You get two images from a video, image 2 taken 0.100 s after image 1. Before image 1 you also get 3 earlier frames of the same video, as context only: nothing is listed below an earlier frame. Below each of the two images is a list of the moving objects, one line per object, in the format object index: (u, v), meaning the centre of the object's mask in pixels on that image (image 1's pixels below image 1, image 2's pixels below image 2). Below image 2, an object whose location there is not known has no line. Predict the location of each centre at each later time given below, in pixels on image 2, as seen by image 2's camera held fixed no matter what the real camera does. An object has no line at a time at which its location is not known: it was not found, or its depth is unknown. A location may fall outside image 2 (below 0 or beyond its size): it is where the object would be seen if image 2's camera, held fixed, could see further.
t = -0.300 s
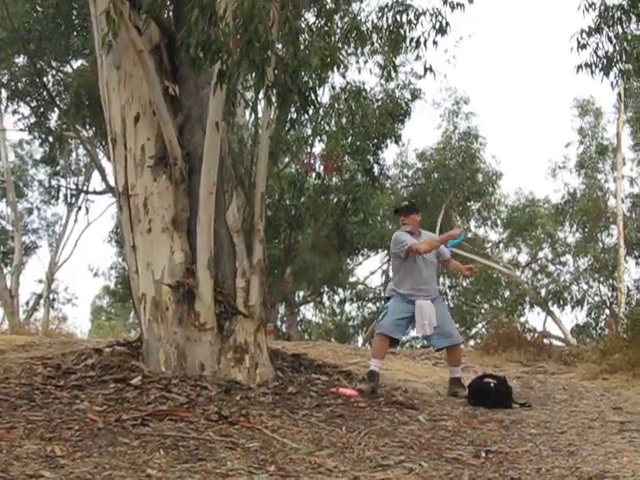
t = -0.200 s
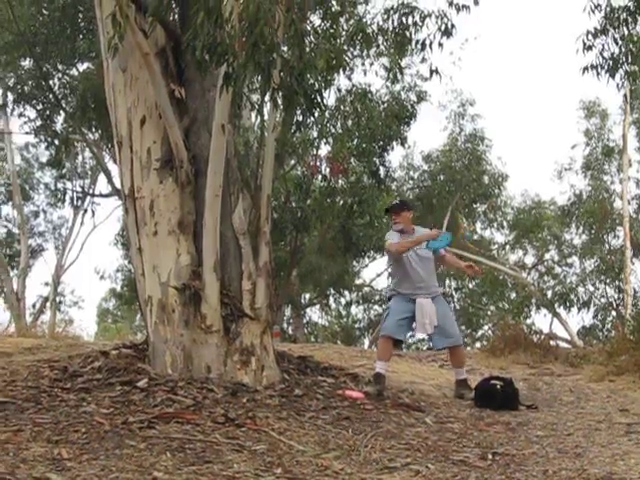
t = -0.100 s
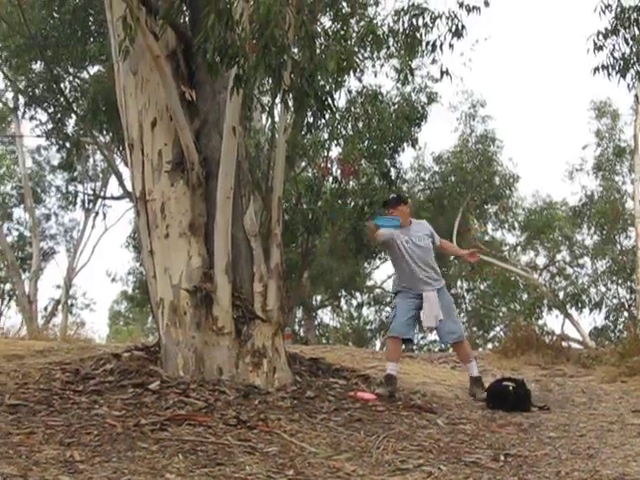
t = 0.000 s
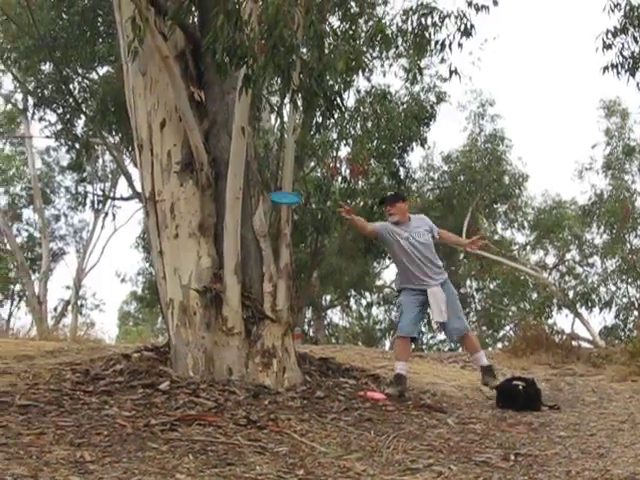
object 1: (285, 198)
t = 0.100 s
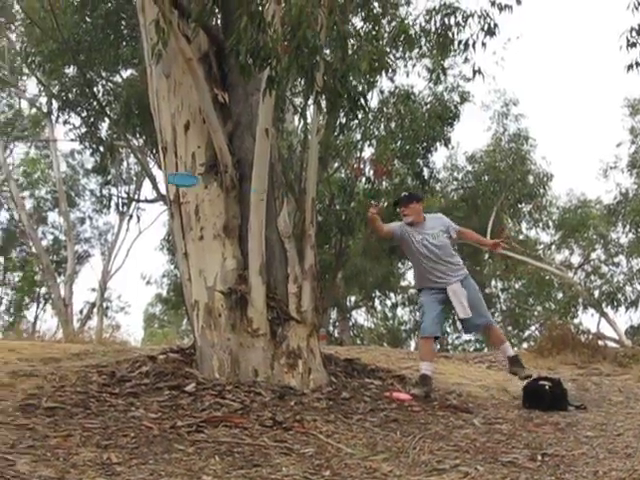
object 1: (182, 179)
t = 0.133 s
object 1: (138, 175)
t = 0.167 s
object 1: (98, 170)
